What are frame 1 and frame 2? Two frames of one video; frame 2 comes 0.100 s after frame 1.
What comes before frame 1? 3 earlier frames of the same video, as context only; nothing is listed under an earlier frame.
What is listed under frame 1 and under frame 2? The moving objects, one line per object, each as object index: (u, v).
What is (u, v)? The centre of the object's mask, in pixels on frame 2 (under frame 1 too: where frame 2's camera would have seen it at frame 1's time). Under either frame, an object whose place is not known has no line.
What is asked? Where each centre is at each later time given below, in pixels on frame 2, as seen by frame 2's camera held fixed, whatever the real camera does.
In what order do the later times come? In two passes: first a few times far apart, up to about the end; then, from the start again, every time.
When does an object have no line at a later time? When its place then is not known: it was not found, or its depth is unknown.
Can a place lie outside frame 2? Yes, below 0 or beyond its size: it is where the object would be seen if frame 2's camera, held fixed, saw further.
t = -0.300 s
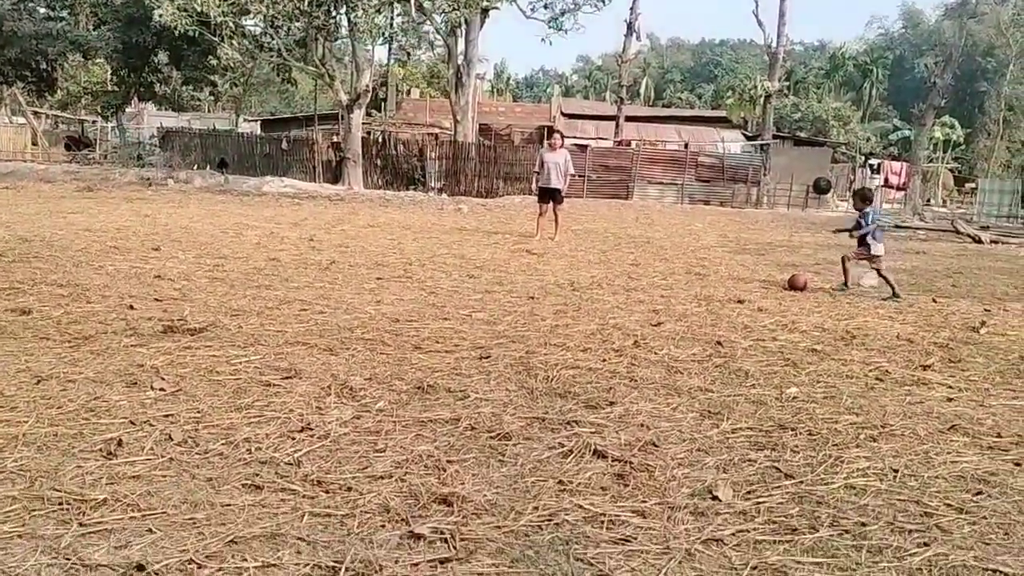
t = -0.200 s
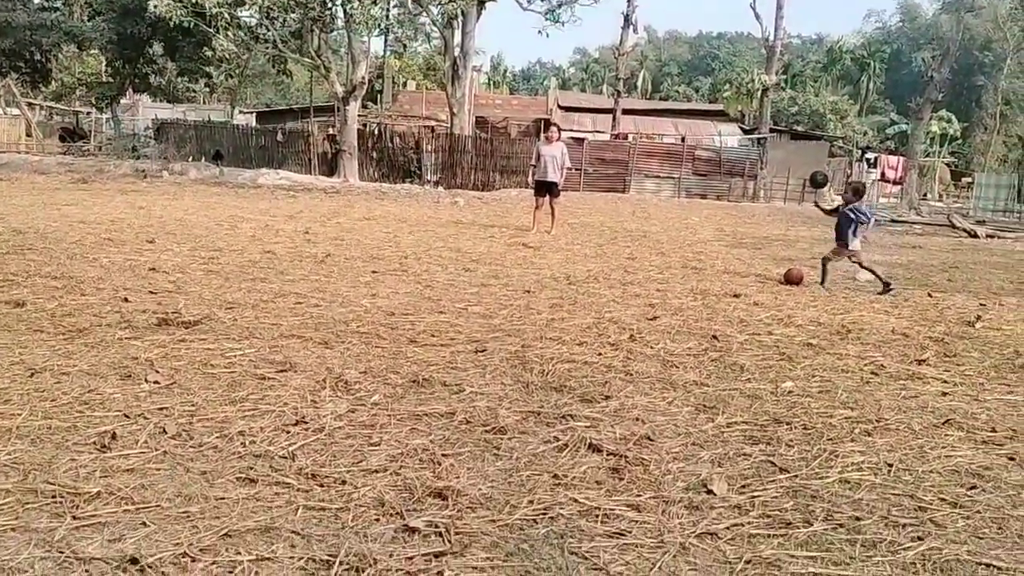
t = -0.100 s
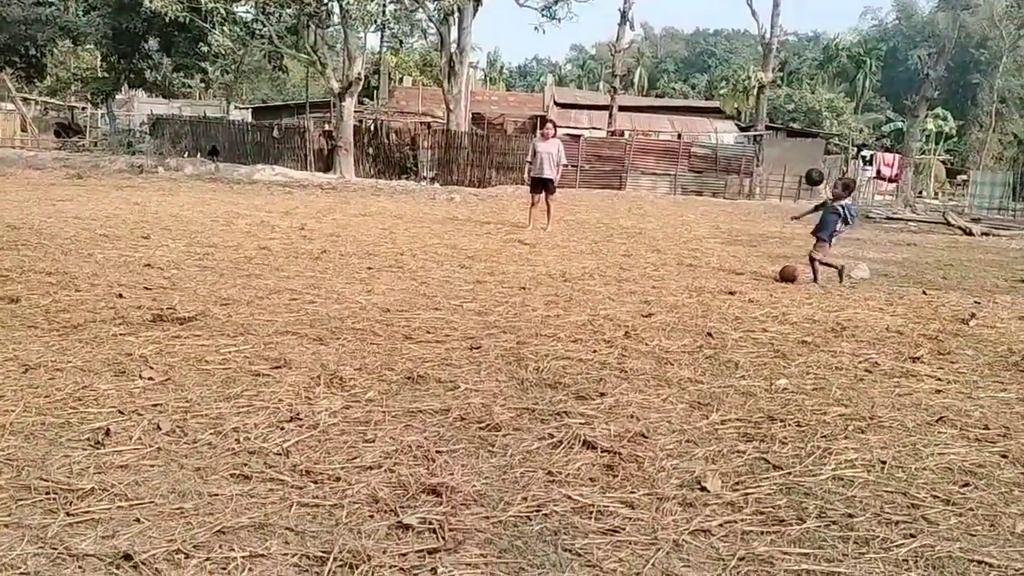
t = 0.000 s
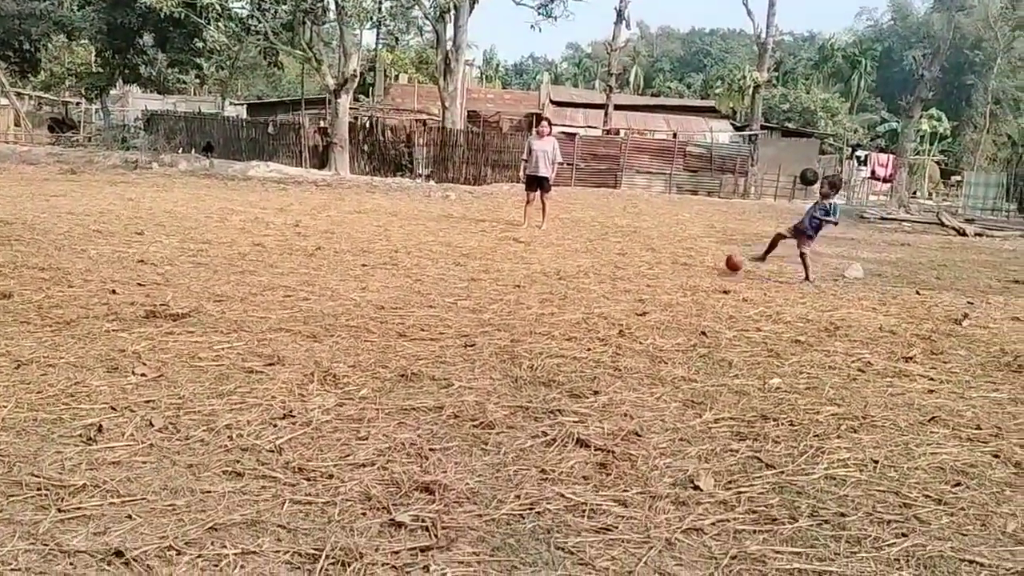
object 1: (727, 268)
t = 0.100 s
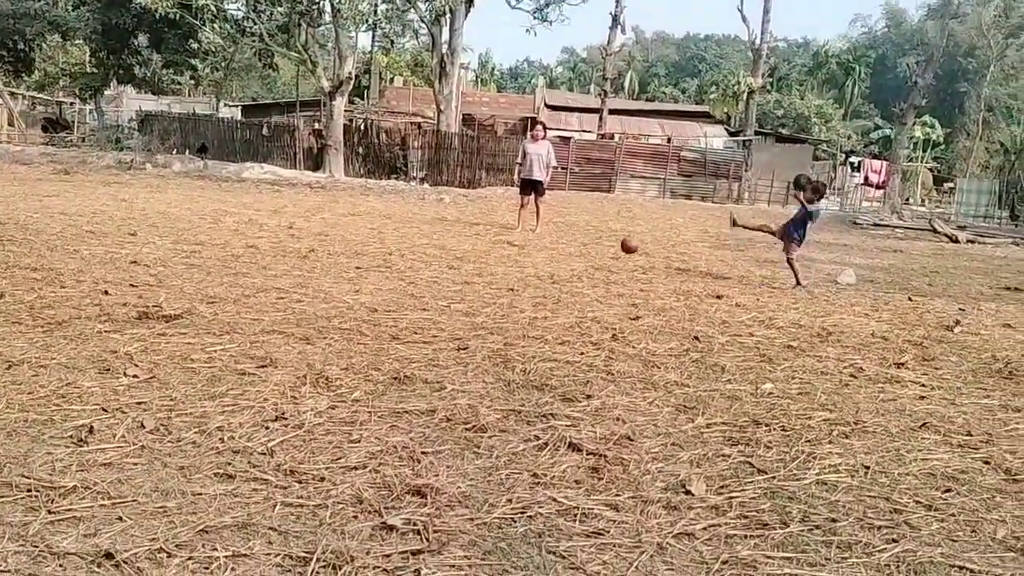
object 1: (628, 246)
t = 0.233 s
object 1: (505, 233)
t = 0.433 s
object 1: (349, 235)
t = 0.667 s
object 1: (228, 230)
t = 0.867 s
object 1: (131, 229)
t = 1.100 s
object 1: (29, 214)
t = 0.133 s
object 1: (596, 240)
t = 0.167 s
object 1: (565, 236)
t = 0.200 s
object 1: (534, 234)
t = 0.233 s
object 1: (505, 233)
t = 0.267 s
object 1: (474, 235)
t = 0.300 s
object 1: (445, 239)
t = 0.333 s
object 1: (416, 244)
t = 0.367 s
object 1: (388, 248)
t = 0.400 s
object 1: (369, 243)
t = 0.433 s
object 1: (349, 235)
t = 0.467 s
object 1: (331, 231)
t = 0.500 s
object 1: (315, 227)
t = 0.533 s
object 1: (297, 224)
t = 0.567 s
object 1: (278, 224)
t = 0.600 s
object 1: (263, 224)
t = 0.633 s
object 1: (246, 226)
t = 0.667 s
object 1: (228, 230)
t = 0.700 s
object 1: (212, 236)
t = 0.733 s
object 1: (196, 236)
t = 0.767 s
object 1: (180, 232)
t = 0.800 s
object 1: (162, 230)
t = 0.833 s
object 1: (147, 229)
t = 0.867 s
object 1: (131, 229)
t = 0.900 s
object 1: (114, 229)
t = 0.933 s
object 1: (98, 229)
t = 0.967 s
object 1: (84, 225)
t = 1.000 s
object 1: (71, 220)
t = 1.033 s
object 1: (57, 217)
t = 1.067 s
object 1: (42, 214)
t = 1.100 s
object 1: (29, 214)
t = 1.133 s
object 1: (15, 216)
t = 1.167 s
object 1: (2, 219)
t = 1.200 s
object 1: (-11, 222)
